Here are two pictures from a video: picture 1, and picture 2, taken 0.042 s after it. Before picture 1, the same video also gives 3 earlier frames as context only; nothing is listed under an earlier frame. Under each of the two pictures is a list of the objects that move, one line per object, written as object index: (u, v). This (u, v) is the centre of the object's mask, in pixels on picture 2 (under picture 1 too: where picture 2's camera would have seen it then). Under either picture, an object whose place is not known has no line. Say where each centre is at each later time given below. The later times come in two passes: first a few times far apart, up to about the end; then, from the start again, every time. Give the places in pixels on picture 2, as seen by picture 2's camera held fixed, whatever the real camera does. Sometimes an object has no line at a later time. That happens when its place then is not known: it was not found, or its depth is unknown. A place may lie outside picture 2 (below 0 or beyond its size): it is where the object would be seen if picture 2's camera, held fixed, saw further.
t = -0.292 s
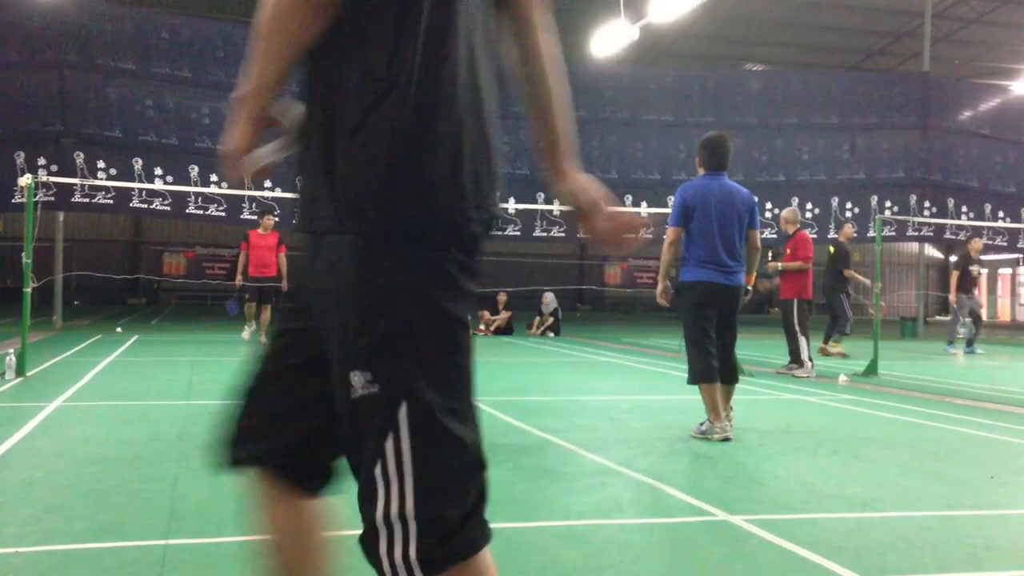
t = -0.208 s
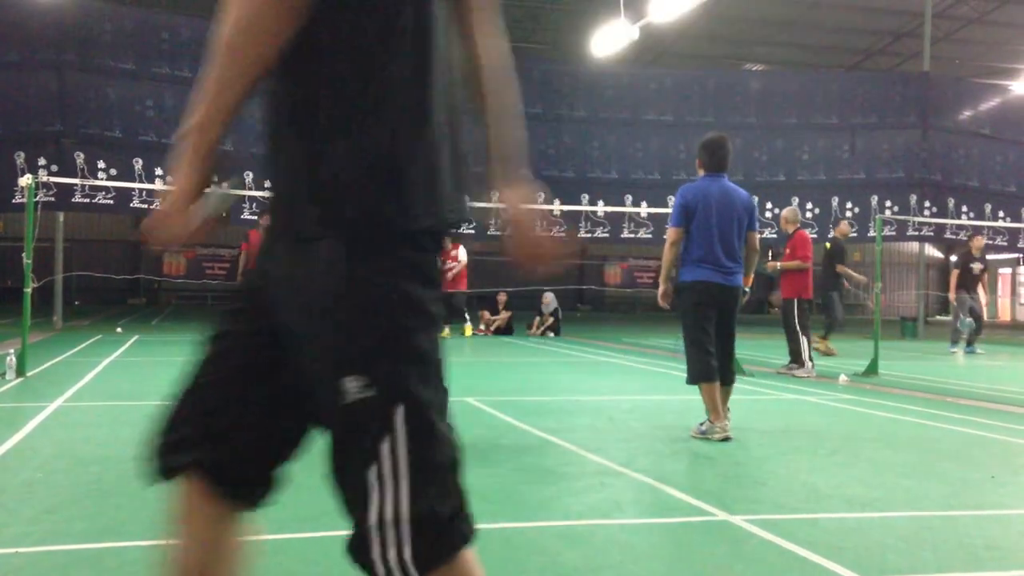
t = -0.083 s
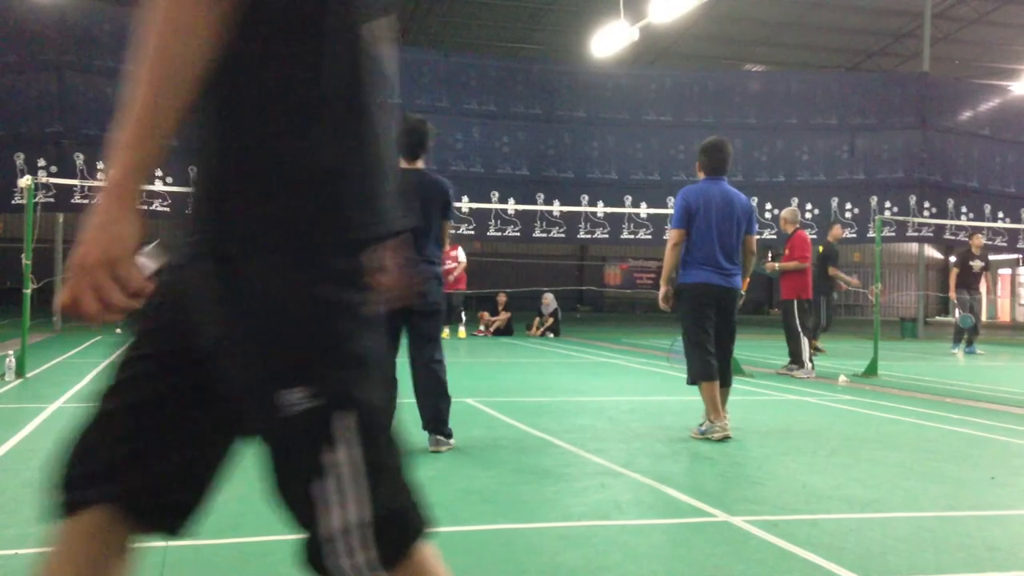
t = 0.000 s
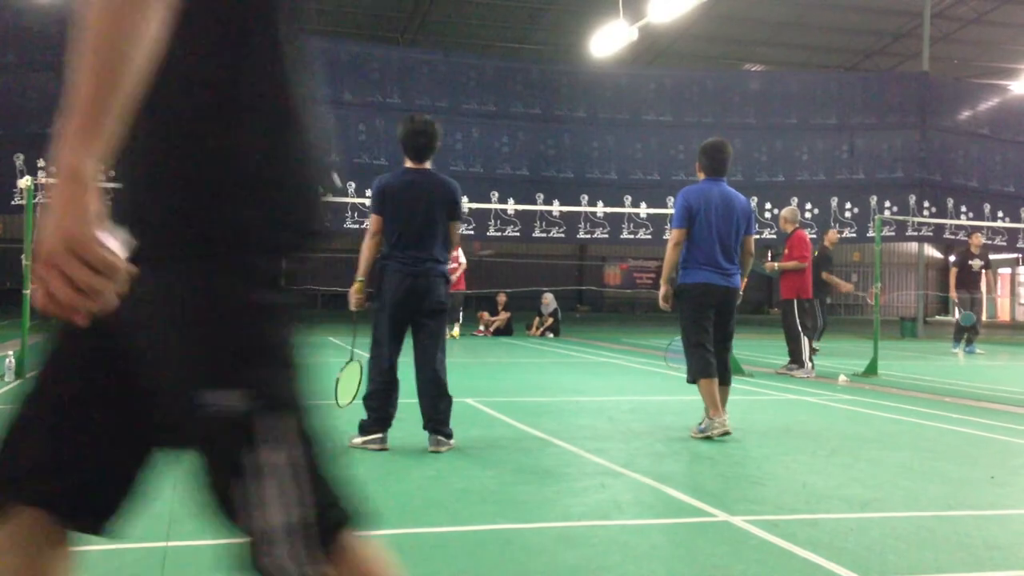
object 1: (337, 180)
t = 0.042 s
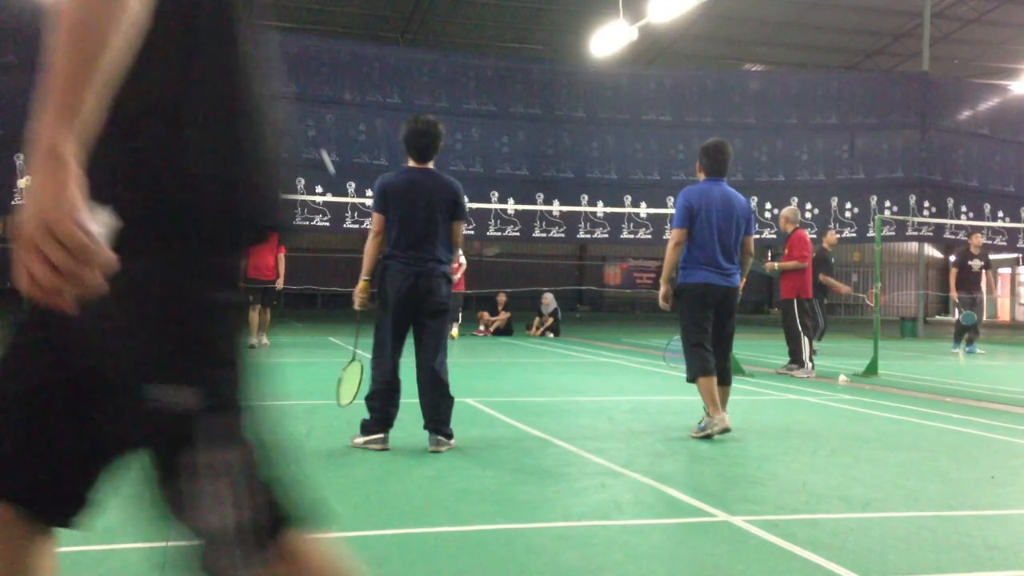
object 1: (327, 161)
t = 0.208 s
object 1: (284, 89)
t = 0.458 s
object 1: (217, 38)
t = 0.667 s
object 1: (157, 52)
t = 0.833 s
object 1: (105, 109)
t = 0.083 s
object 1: (316, 140)
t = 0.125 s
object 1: (306, 122)
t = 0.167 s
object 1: (295, 105)
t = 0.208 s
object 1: (284, 89)
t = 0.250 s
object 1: (273, 76)
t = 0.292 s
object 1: (262, 65)
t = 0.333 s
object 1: (251, 55)
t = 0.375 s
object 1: (240, 48)
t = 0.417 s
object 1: (229, 42)
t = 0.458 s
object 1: (217, 38)
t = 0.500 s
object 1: (206, 36)
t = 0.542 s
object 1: (194, 36)
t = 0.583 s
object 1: (182, 39)
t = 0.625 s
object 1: (170, 44)
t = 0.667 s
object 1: (157, 52)
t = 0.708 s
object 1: (144, 62)
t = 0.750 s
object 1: (132, 75)
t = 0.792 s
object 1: (119, 90)
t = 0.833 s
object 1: (105, 109)
